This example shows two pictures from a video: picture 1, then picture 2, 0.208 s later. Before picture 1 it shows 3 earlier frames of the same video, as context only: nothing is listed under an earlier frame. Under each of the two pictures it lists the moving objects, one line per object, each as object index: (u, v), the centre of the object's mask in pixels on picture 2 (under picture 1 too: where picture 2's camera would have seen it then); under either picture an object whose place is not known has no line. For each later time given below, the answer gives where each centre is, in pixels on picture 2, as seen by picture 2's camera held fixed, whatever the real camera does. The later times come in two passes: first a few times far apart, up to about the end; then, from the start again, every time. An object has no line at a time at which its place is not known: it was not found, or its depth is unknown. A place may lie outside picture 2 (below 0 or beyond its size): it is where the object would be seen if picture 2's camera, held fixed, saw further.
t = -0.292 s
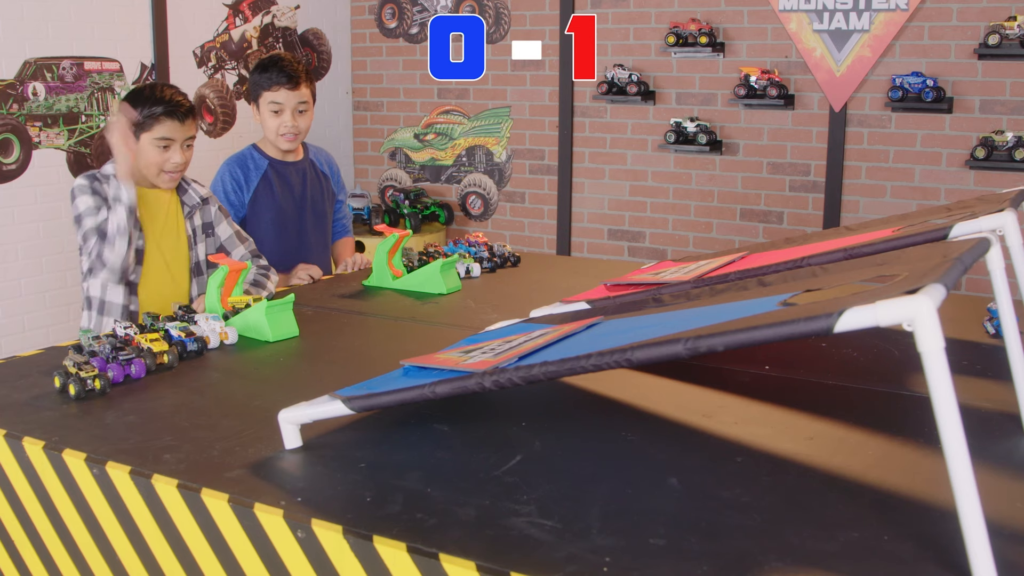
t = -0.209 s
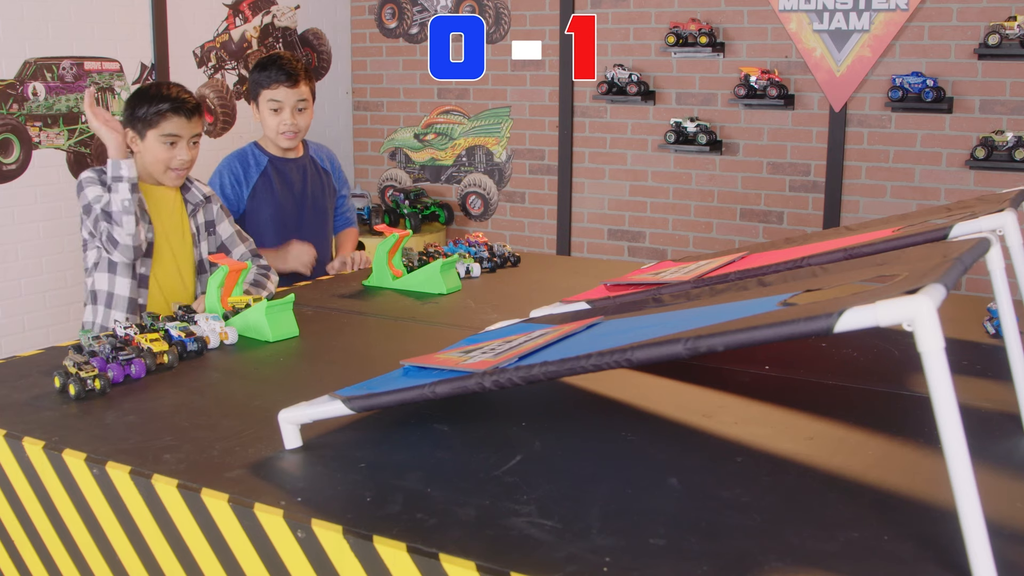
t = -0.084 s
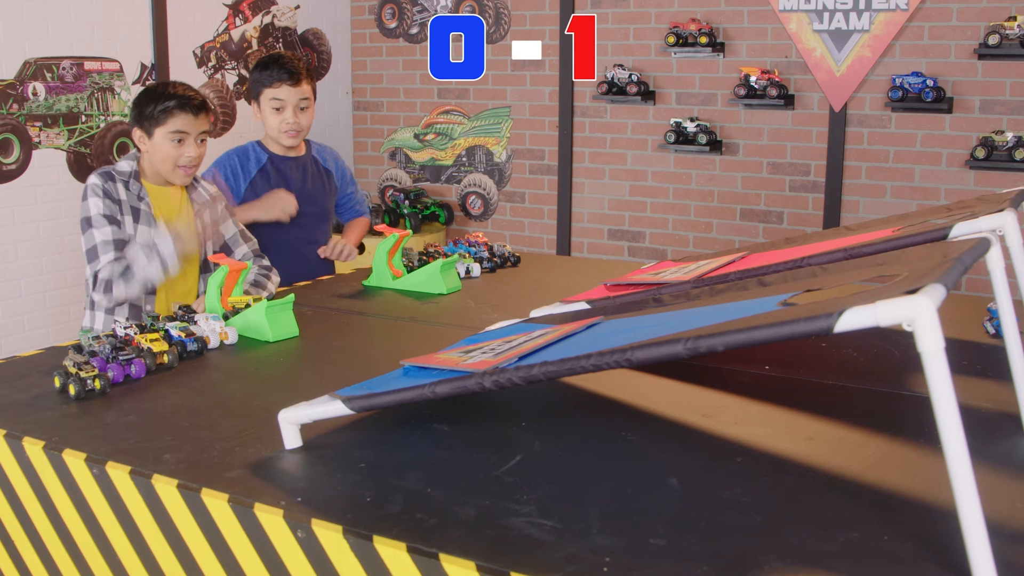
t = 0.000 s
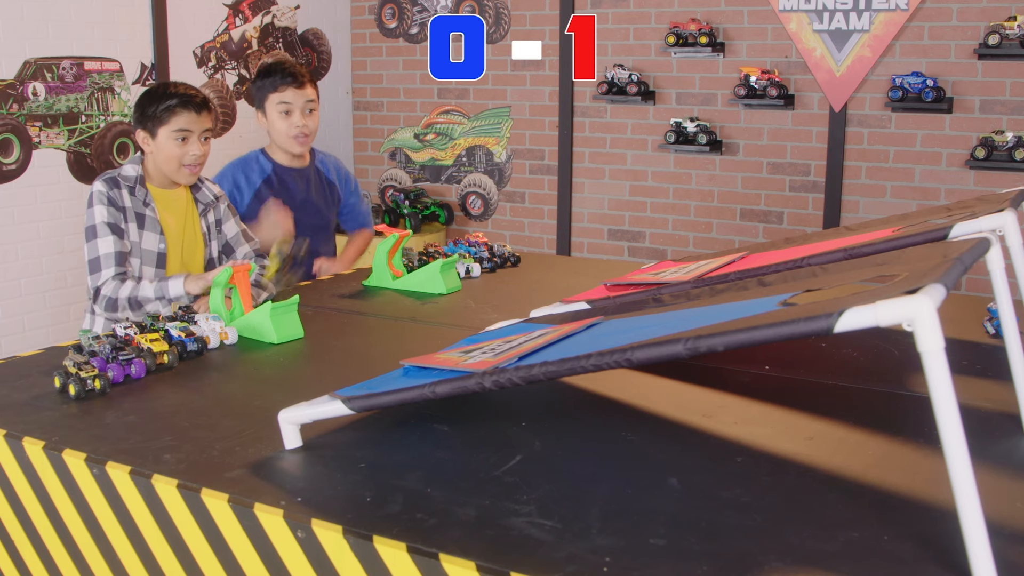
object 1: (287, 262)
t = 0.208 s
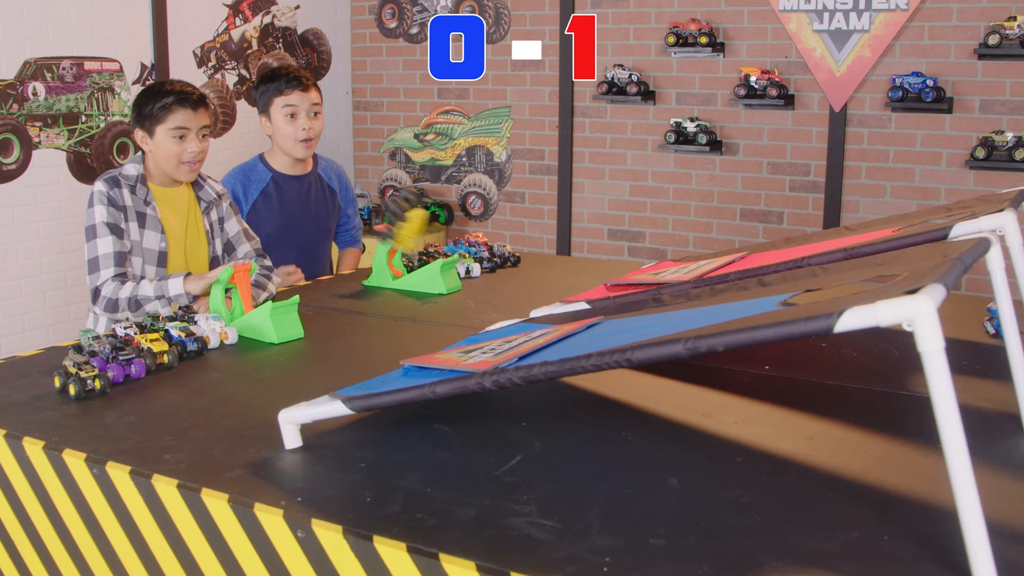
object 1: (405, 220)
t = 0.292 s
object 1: (465, 277)
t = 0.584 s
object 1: (602, 301)
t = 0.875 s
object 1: (613, 304)
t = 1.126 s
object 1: (596, 305)
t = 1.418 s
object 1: (540, 312)
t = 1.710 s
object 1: (482, 322)
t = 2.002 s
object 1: (480, 322)
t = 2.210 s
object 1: (480, 322)
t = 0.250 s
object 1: (431, 240)
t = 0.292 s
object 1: (465, 277)
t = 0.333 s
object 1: (491, 311)
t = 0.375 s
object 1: (513, 306)
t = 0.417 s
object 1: (532, 303)
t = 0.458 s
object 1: (553, 305)
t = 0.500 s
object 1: (573, 306)
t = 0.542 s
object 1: (588, 301)
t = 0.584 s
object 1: (602, 301)
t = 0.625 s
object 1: (613, 303)
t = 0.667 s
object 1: (618, 301)
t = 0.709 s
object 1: (621, 301)
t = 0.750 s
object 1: (621, 302)
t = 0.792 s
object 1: (620, 302)
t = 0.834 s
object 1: (617, 302)
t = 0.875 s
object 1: (613, 304)
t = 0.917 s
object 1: (609, 307)
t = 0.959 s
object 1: (609, 304)
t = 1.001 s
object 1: (607, 299)
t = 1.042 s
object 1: (603, 300)
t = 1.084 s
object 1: (600, 303)
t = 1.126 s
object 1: (596, 305)
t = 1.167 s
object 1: (590, 302)
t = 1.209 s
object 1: (583, 304)
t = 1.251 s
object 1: (575, 303)
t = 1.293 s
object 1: (566, 304)
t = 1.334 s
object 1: (558, 307)
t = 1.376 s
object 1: (549, 310)
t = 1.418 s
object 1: (540, 312)
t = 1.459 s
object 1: (530, 315)
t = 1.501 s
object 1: (520, 318)
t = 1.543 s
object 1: (509, 319)
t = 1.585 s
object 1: (499, 320)
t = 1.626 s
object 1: (492, 321)
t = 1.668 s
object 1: (486, 322)
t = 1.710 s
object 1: (482, 322)
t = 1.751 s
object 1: (480, 322)
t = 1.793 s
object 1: (480, 322)
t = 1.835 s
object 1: (480, 322)
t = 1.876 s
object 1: (480, 322)
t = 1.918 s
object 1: (480, 322)
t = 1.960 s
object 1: (480, 322)
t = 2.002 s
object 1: (480, 322)
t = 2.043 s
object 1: (480, 322)
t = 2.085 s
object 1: (480, 322)
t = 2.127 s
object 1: (480, 322)
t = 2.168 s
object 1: (480, 322)
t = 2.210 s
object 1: (480, 322)
